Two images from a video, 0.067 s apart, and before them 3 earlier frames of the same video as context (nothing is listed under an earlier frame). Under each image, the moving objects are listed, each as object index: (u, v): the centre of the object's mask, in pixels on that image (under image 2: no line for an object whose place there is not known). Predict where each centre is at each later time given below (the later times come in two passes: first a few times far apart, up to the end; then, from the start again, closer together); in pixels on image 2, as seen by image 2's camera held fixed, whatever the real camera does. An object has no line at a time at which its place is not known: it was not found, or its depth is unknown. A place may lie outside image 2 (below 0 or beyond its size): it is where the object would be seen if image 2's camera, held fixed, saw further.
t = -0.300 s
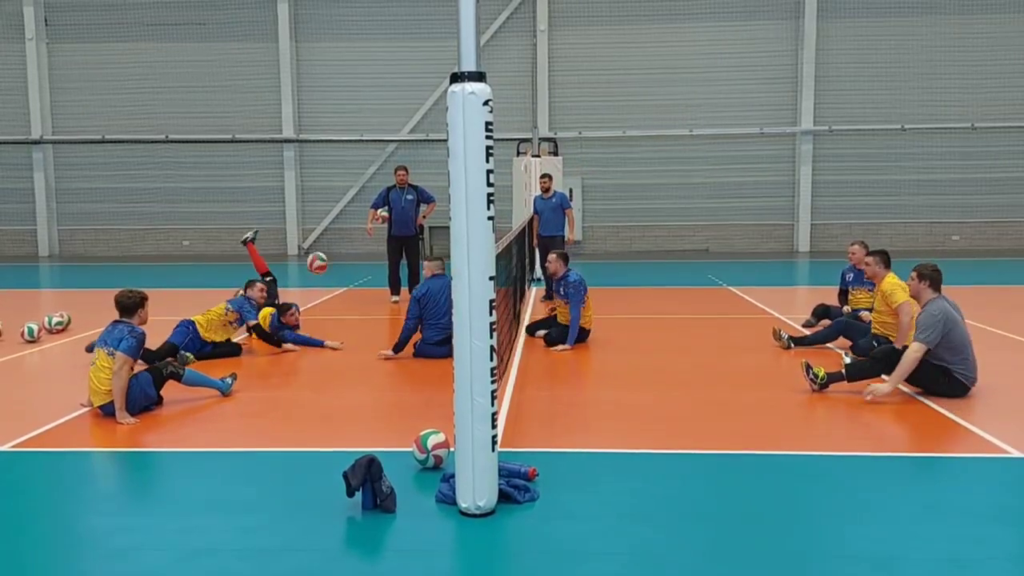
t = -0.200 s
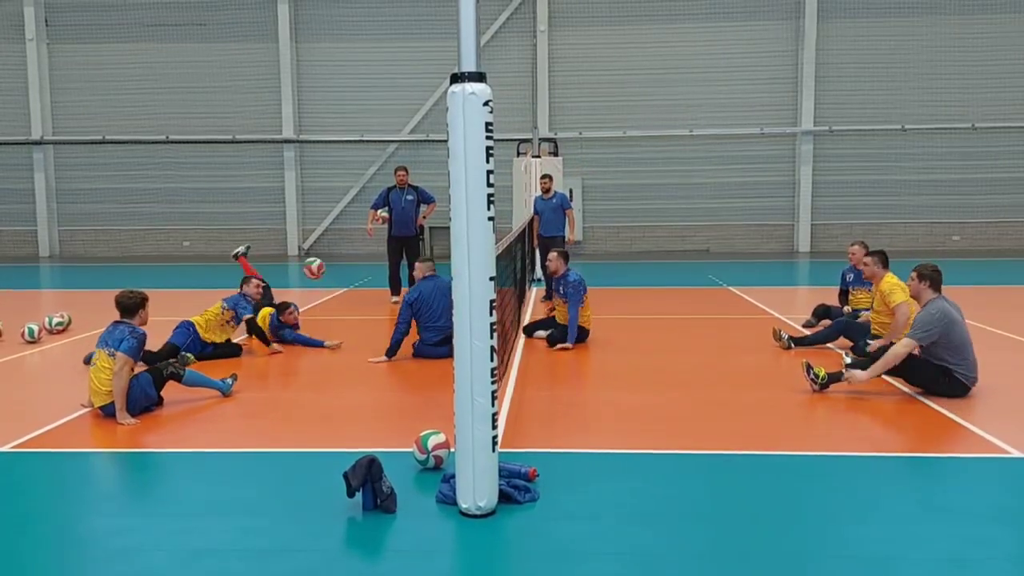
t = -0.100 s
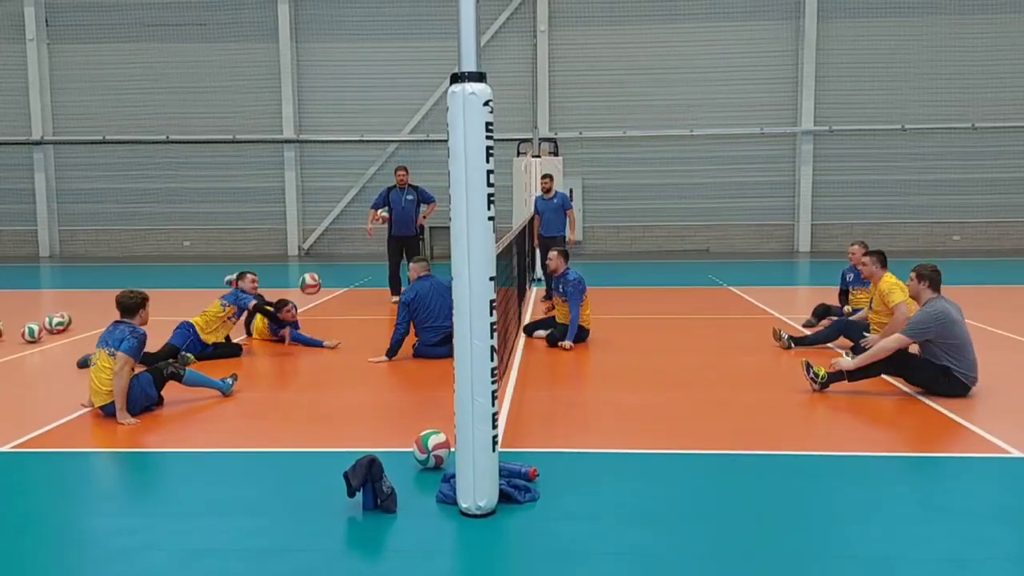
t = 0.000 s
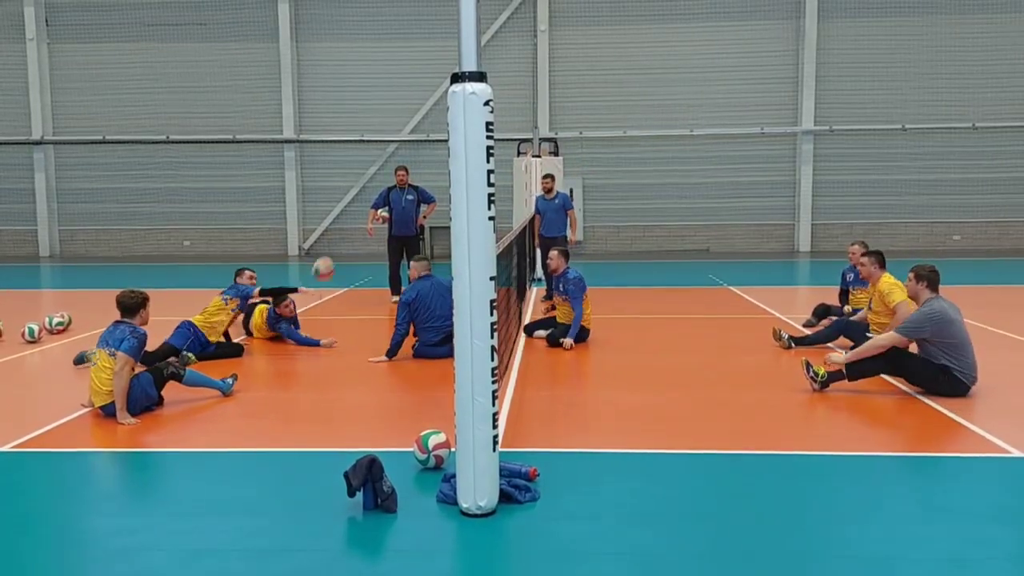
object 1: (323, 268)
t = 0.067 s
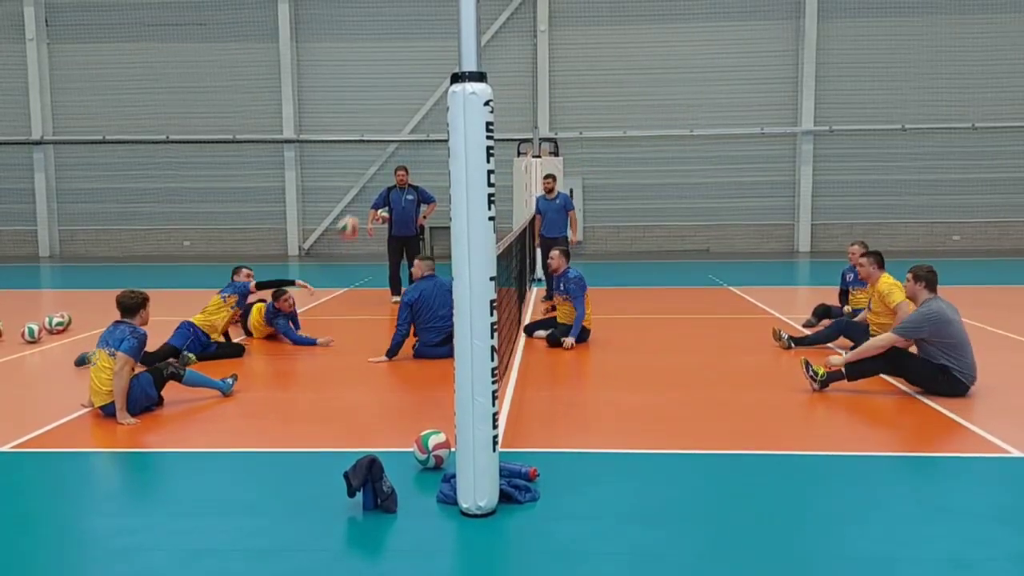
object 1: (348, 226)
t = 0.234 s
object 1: (415, 136)
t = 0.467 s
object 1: (518, 53)
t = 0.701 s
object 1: (632, 33)
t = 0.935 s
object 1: (754, 88)
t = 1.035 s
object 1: (809, 136)
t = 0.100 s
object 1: (361, 206)
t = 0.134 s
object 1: (373, 186)
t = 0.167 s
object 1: (386, 168)
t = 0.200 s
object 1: (400, 152)
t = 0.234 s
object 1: (415, 136)
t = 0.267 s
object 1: (429, 121)
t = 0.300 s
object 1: (440, 108)
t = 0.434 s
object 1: (502, 62)
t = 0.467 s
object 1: (518, 53)
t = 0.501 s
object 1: (534, 46)
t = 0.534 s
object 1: (549, 40)
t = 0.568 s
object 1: (565, 37)
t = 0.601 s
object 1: (581, 34)
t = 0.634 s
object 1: (597, 32)
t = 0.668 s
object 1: (614, 32)
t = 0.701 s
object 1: (632, 33)
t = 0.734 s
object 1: (649, 36)
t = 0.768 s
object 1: (665, 40)
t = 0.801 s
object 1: (683, 47)
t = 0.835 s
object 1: (702, 55)
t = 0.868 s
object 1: (718, 64)
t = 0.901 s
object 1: (737, 75)
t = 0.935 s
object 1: (754, 88)
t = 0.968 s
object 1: (774, 102)
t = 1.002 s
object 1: (792, 118)
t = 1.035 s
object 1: (809, 136)
